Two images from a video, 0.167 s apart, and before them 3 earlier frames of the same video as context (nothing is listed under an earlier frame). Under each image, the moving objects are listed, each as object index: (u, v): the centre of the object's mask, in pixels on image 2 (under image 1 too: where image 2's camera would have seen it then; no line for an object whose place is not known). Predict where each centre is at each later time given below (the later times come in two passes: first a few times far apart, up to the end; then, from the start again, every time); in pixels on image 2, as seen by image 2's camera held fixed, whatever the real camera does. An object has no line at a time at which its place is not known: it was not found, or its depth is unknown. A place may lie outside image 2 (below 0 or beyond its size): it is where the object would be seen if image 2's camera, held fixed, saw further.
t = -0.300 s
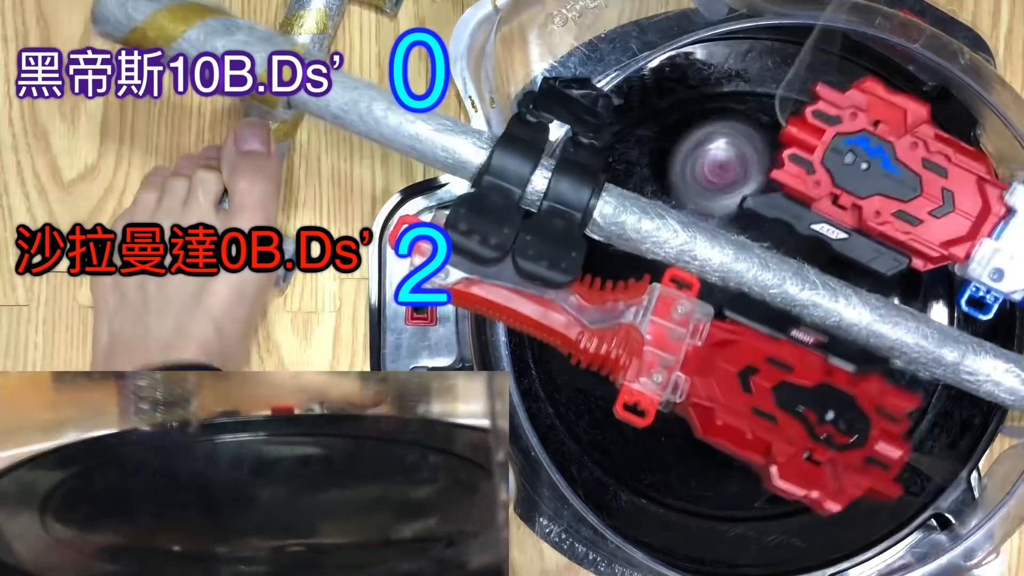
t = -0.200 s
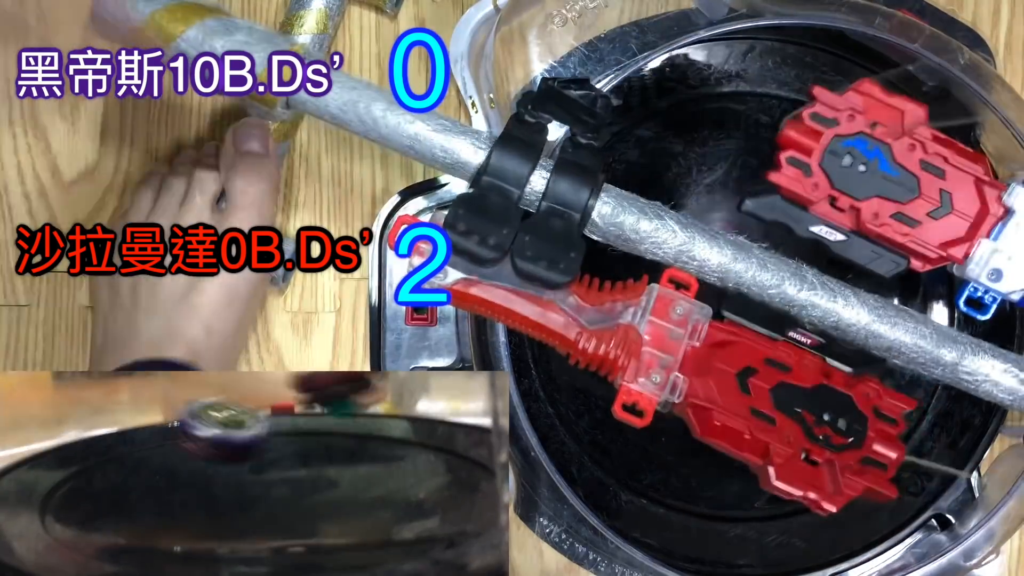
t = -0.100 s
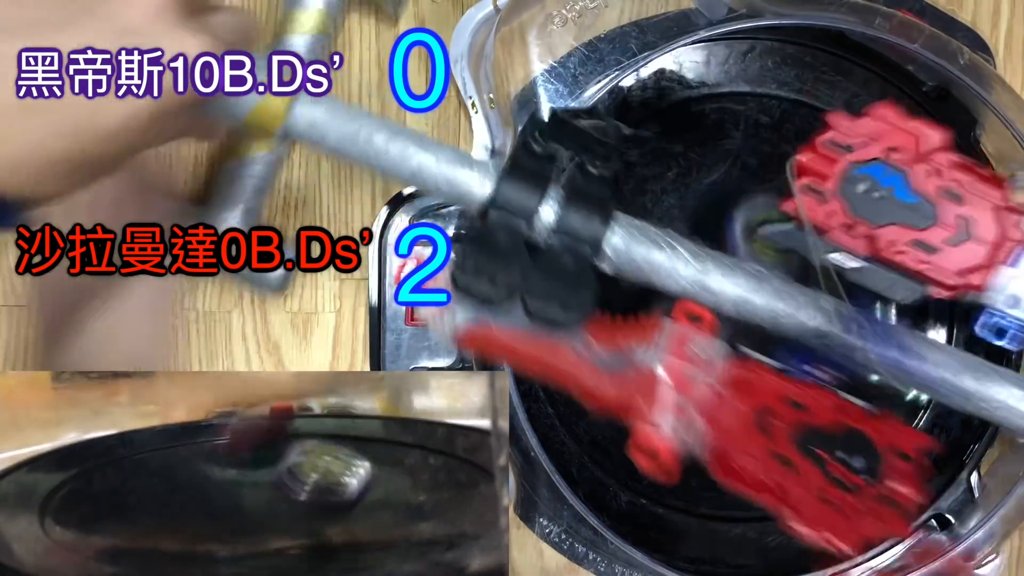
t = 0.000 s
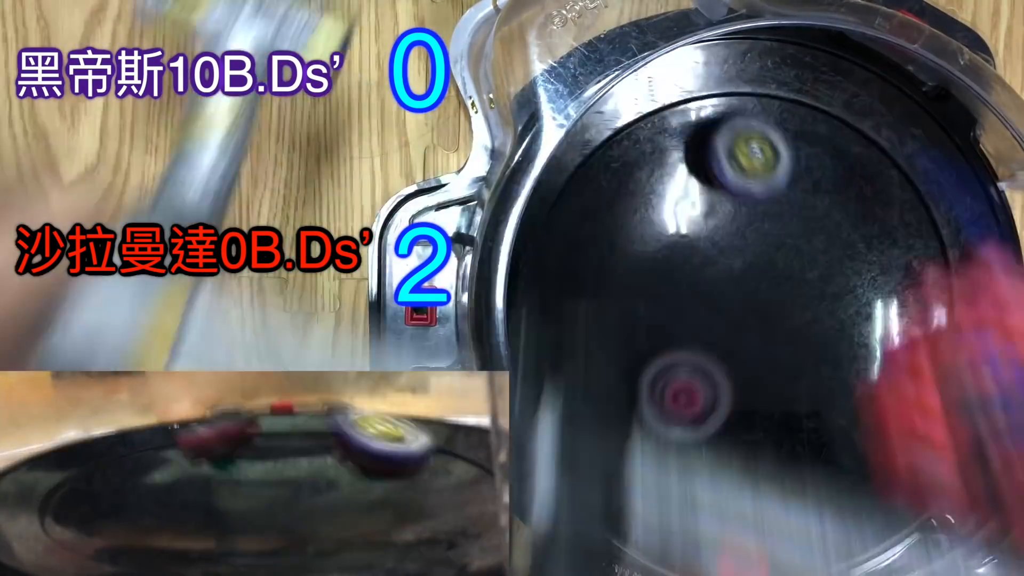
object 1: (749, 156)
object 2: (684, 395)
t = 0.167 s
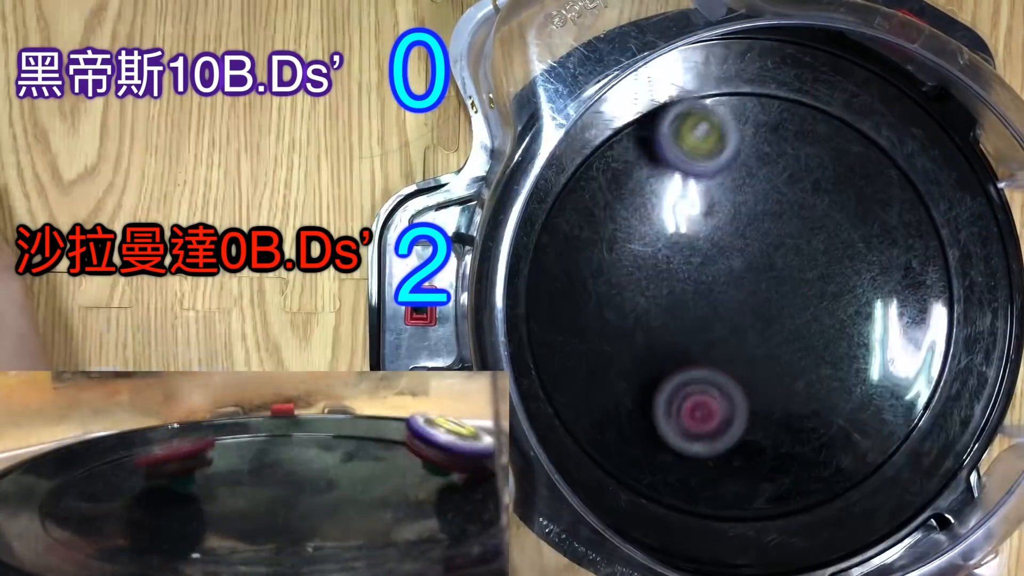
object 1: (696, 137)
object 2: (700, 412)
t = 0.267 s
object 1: (654, 209)
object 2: (716, 375)
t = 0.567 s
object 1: (618, 447)
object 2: (727, 198)
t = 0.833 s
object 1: (751, 320)
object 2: (791, 131)
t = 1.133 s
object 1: (600, 199)
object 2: (950, 337)
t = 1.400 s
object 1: (538, 302)
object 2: (635, 462)
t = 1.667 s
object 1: (633, 108)
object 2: (640, 512)
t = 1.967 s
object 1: (770, 172)
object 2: (756, 393)
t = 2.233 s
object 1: (797, 184)
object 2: (791, 445)
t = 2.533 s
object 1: (756, 180)
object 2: (698, 388)
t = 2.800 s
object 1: (862, 153)
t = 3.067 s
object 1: (830, 239)
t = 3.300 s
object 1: (817, 201)
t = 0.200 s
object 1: (682, 155)
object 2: (706, 403)
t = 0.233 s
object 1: (664, 180)
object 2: (710, 390)
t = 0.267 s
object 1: (654, 209)
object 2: (716, 375)
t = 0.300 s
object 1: (641, 241)
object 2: (721, 357)
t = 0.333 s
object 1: (631, 271)
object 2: (725, 338)
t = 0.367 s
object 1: (622, 303)
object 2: (728, 318)
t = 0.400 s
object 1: (615, 335)
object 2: (731, 297)
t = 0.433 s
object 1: (608, 364)
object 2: (731, 276)
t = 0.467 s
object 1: (603, 394)
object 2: (730, 256)
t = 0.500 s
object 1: (599, 420)
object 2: (730, 235)
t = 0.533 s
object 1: (599, 443)
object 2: (728, 216)
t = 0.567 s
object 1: (618, 447)
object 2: (727, 198)
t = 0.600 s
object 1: (640, 445)
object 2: (725, 180)
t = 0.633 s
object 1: (660, 439)
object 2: (726, 163)
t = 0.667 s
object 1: (680, 428)
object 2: (728, 148)
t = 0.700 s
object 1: (700, 413)
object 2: (735, 136)
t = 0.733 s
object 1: (716, 395)
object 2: (743, 127)
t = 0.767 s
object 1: (730, 372)
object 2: (756, 123)
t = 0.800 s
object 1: (741, 346)
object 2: (772, 124)
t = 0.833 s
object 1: (751, 320)
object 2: (791, 131)
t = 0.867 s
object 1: (759, 292)
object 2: (810, 147)
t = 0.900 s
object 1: (764, 263)
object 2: (827, 170)
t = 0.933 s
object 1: (761, 242)
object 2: (847, 197)
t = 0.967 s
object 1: (736, 232)
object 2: (886, 213)
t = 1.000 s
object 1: (707, 222)
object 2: (919, 230)
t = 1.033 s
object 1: (681, 213)
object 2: (947, 252)
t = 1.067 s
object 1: (647, 204)
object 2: (962, 276)
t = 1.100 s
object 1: (623, 200)
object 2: (962, 306)
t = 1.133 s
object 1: (600, 199)
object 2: (950, 337)
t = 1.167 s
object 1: (578, 202)
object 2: (926, 373)
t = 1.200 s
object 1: (564, 213)
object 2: (897, 405)
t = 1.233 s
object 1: (556, 228)
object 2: (864, 427)
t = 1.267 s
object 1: (550, 244)
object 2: (825, 448)
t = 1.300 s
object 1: (545, 261)
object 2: (781, 462)
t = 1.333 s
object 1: (542, 277)
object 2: (735, 469)
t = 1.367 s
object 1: (539, 291)
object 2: (686, 470)
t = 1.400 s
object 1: (538, 302)
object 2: (635, 462)
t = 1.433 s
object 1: (537, 312)
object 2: (592, 445)
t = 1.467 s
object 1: (538, 317)
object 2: (575, 410)
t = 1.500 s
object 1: (534, 279)
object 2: (581, 427)
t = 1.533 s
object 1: (538, 230)
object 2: (591, 452)
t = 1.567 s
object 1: (559, 196)
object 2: (600, 472)
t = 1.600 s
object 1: (582, 163)
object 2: (609, 494)
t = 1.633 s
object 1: (607, 134)
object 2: (628, 503)
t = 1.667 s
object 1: (633, 108)
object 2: (640, 512)
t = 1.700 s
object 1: (660, 80)
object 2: (654, 518)
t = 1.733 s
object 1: (687, 63)
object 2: (668, 520)
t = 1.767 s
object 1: (715, 61)
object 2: (681, 519)
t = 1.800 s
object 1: (736, 59)
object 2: (695, 509)
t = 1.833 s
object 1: (744, 68)
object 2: (709, 494)
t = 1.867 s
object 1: (752, 86)
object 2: (723, 474)
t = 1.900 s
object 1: (760, 110)
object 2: (734, 451)
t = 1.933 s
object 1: (766, 140)
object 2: (745, 423)
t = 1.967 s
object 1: (770, 172)
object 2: (756, 393)
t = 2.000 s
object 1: (773, 210)
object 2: (766, 361)
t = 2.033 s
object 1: (775, 240)
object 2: (775, 338)
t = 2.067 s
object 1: (783, 233)
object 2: (784, 356)
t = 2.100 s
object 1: (787, 221)
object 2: (788, 376)
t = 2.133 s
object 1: (790, 211)
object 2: (793, 396)
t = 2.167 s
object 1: (793, 200)
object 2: (794, 415)
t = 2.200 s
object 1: (795, 191)
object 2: (794, 432)
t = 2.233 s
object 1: (797, 184)
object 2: (791, 445)
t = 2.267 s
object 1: (796, 177)
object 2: (785, 455)
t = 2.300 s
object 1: (795, 173)
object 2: (777, 461)
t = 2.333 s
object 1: (791, 169)
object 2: (768, 462)
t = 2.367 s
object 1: (787, 166)
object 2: (758, 459)
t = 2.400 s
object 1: (782, 166)
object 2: (745, 452)
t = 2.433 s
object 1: (776, 167)
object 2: (732, 439)
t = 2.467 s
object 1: (769, 169)
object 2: (720, 425)
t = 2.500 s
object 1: (763, 174)
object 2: (708, 407)
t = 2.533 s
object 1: (756, 180)
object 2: (698, 388)
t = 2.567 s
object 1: (750, 187)
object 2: (689, 369)
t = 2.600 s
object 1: (745, 196)
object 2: (683, 351)
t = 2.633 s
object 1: (742, 207)
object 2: (678, 331)
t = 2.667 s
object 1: (741, 217)
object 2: (674, 314)
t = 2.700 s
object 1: (742, 229)
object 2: (674, 296)
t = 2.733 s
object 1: (775, 213)
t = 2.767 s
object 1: (821, 181)
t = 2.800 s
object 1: (862, 153)
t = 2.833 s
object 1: (897, 133)
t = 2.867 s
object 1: (922, 121)
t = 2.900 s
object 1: (917, 132)
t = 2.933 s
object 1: (906, 149)
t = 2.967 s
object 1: (891, 170)
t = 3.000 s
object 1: (873, 191)
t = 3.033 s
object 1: (852, 214)
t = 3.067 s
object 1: (830, 239)
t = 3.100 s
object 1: (809, 263)
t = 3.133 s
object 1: (788, 288)
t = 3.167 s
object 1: (785, 287)
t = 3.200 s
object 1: (797, 262)
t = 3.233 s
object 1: (806, 238)
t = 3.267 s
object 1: (809, 215)
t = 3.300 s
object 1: (817, 201)
